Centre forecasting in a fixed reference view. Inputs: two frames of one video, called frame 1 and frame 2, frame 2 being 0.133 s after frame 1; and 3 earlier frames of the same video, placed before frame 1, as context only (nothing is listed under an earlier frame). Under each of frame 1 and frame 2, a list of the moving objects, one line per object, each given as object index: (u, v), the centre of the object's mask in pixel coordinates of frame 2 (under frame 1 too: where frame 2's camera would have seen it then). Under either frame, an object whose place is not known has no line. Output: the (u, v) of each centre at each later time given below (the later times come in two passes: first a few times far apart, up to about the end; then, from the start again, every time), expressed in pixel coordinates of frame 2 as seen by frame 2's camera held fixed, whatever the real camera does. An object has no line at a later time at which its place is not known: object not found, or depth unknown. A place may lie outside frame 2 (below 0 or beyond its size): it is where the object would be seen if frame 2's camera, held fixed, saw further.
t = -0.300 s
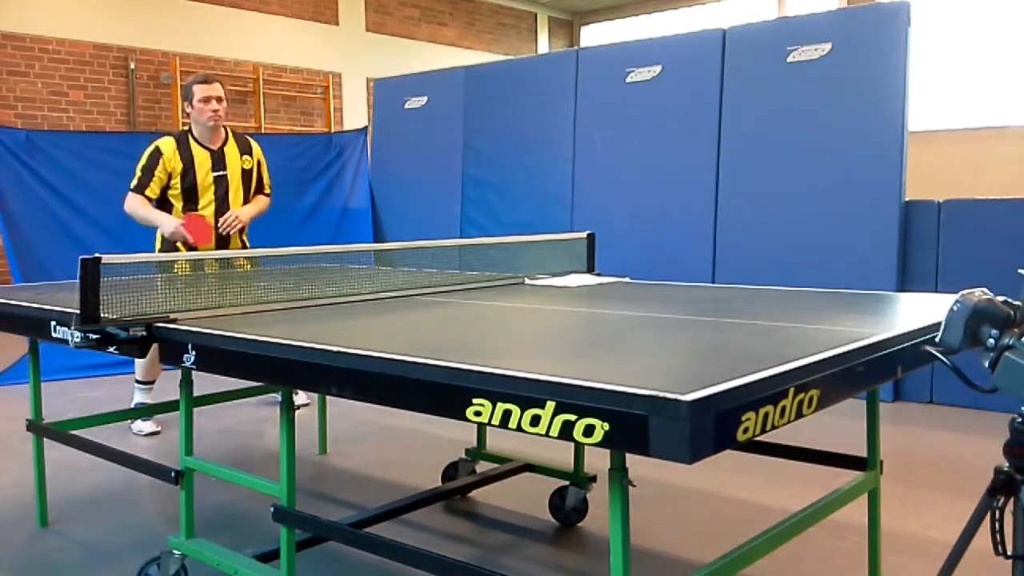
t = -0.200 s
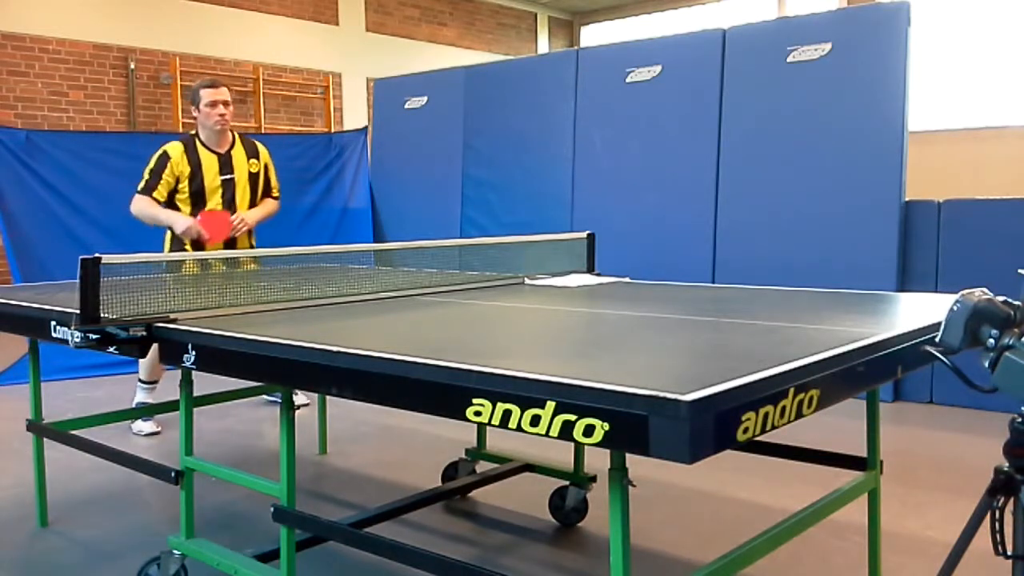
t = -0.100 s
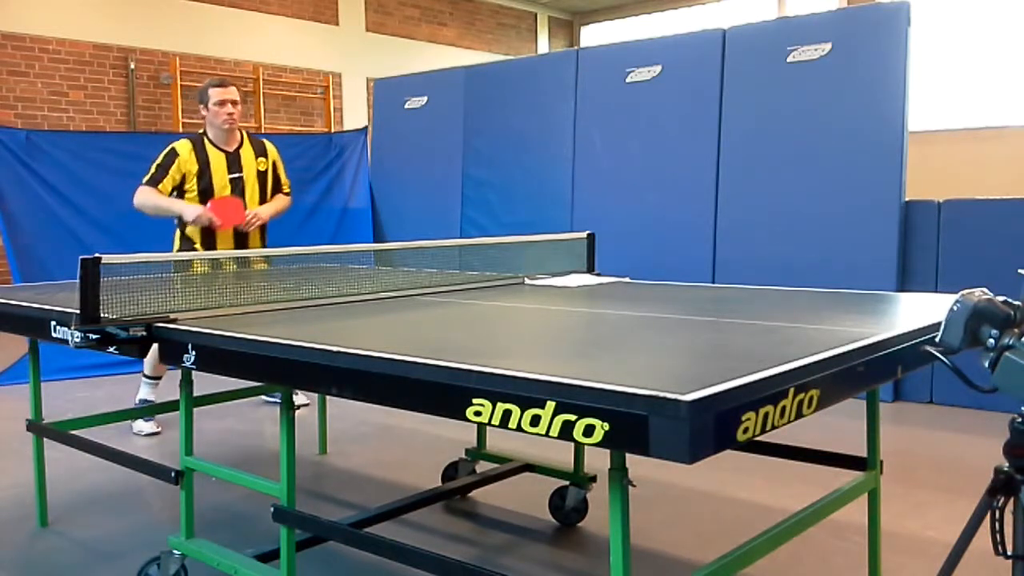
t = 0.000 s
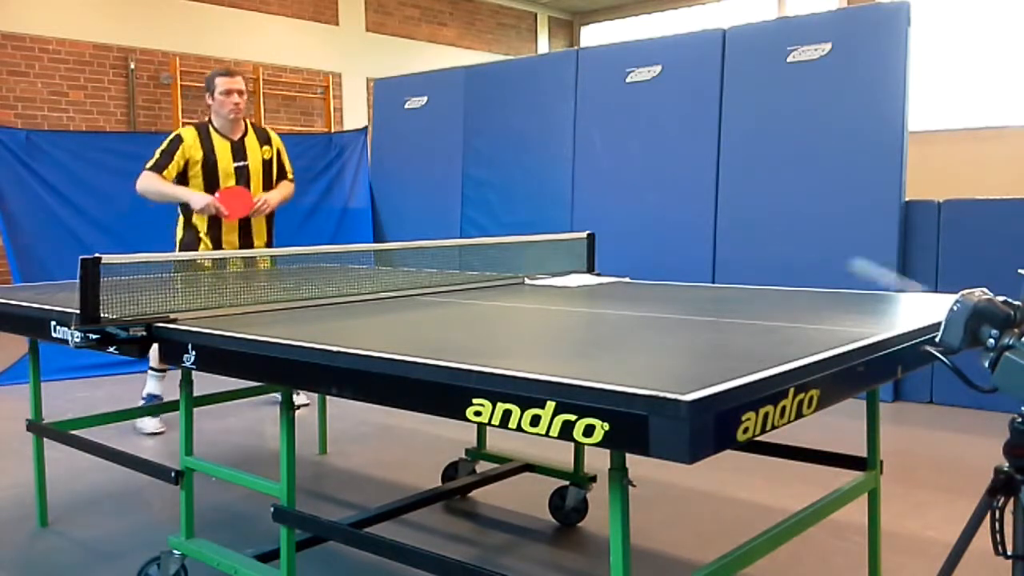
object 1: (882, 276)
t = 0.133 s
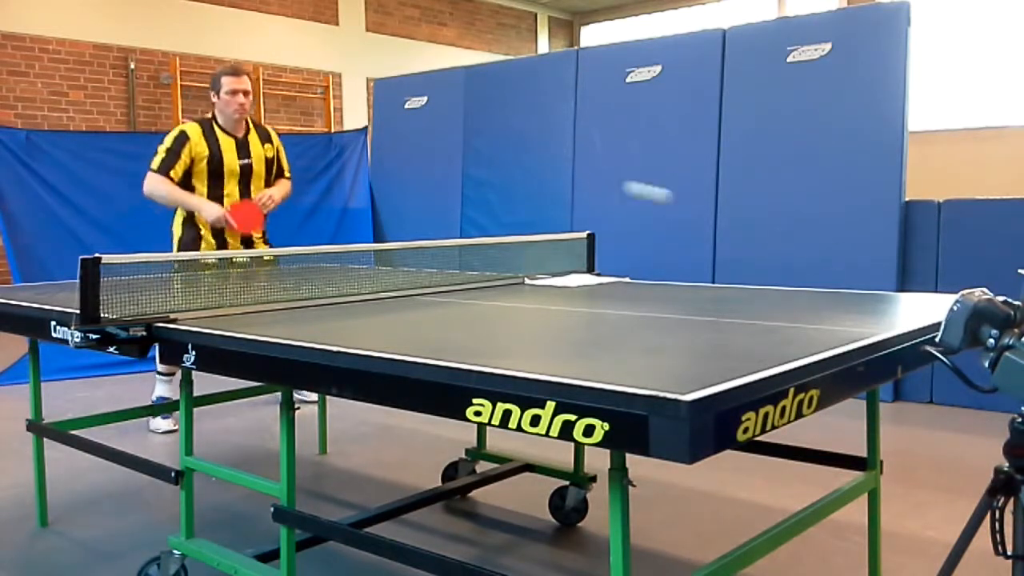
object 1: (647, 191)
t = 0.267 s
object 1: (506, 179)
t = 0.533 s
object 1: (353, 258)
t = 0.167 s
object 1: (607, 184)
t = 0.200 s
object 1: (569, 179)
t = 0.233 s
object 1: (536, 178)
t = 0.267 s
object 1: (506, 179)
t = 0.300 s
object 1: (480, 184)
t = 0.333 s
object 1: (457, 190)
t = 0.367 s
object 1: (435, 198)
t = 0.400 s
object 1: (416, 208)
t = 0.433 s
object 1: (398, 220)
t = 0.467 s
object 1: (382, 233)
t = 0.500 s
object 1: (371, 240)
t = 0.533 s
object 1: (353, 258)
